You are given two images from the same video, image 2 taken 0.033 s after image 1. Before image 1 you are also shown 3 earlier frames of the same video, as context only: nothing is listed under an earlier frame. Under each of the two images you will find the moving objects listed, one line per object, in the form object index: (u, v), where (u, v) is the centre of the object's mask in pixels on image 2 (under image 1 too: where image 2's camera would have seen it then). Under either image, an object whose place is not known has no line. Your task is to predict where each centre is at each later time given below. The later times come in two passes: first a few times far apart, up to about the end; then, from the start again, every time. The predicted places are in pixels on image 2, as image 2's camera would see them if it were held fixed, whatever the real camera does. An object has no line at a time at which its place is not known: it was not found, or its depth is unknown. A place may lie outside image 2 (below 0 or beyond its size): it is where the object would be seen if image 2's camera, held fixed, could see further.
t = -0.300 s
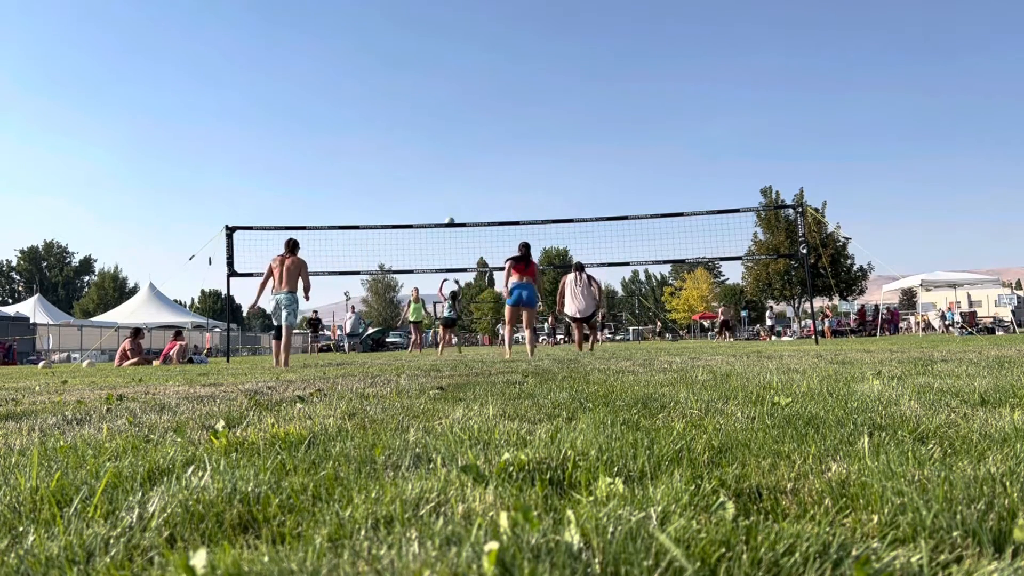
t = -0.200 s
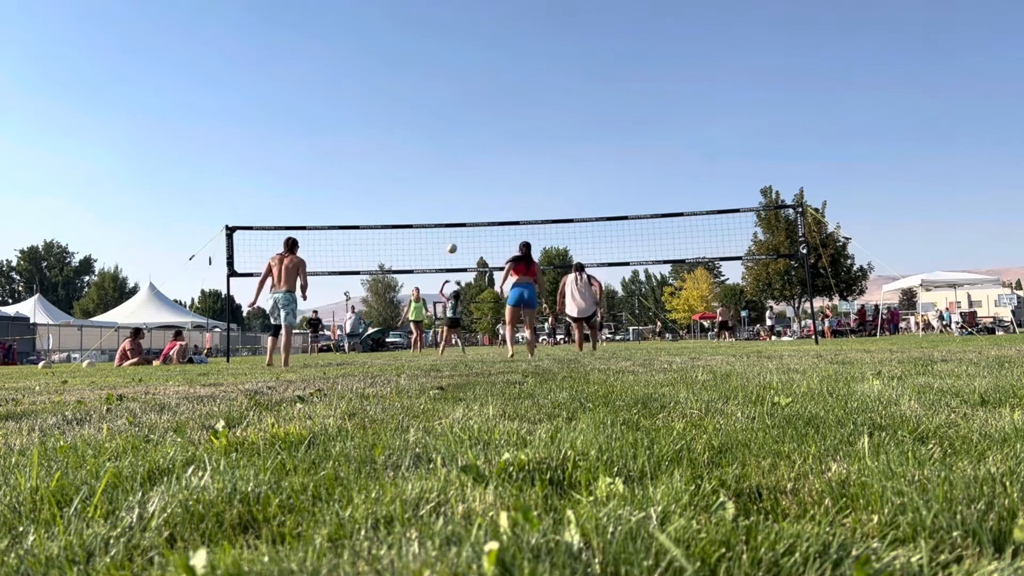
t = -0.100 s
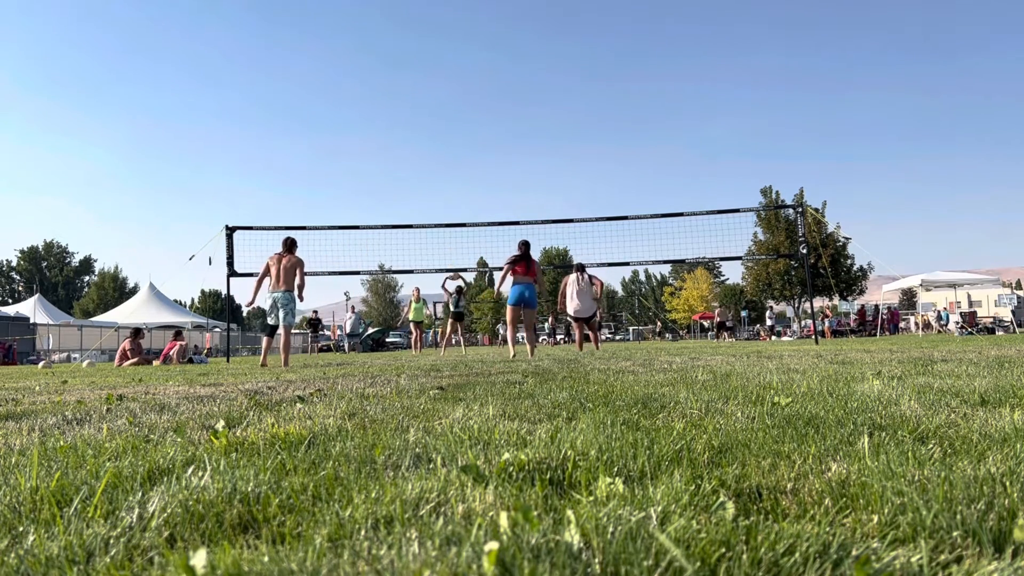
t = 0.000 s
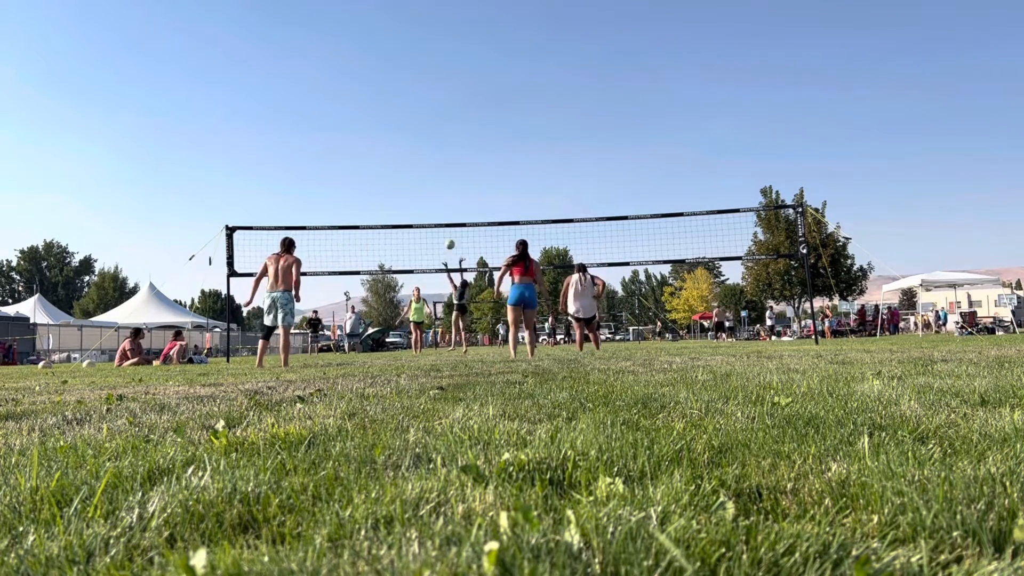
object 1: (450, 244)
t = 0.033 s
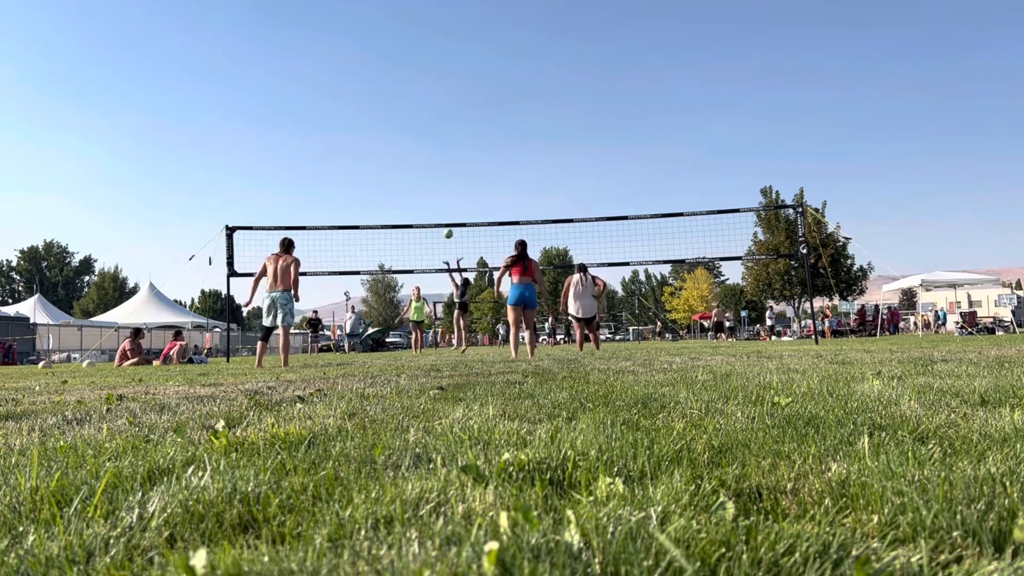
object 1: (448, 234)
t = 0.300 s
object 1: (434, 167)
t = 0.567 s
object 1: (422, 133)
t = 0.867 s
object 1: (410, 132)
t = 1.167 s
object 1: (399, 169)
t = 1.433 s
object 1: (391, 232)
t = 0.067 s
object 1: (447, 221)
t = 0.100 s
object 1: (444, 214)
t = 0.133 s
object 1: (443, 204)
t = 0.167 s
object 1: (441, 196)
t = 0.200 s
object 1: (439, 188)
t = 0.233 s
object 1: (438, 180)
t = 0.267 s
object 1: (436, 173)
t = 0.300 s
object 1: (434, 167)
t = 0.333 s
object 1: (433, 161)
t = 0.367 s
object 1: (431, 155)
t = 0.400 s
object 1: (430, 150)
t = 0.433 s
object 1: (428, 146)
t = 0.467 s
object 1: (427, 142)
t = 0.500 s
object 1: (425, 138)
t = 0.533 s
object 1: (424, 135)
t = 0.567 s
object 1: (422, 133)
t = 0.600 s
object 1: (421, 131)
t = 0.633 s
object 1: (420, 129)
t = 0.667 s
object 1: (418, 128)
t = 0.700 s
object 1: (417, 128)
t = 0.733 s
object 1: (415, 128)
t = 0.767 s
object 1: (414, 128)
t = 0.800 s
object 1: (413, 129)
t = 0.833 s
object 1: (411, 130)
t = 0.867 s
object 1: (410, 132)
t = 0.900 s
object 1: (409, 134)
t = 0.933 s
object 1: (407, 137)
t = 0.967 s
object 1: (406, 140)
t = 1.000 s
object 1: (405, 144)
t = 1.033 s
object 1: (404, 148)
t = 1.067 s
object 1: (403, 152)
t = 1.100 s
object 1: (401, 157)
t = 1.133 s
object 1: (400, 163)
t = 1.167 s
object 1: (399, 169)
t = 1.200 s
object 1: (398, 175)
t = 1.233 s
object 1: (397, 182)
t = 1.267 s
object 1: (396, 189)
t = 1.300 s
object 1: (394, 197)
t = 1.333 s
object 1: (393, 204)
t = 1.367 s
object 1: (392, 213)
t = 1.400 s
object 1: (392, 221)
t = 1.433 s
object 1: (391, 232)
